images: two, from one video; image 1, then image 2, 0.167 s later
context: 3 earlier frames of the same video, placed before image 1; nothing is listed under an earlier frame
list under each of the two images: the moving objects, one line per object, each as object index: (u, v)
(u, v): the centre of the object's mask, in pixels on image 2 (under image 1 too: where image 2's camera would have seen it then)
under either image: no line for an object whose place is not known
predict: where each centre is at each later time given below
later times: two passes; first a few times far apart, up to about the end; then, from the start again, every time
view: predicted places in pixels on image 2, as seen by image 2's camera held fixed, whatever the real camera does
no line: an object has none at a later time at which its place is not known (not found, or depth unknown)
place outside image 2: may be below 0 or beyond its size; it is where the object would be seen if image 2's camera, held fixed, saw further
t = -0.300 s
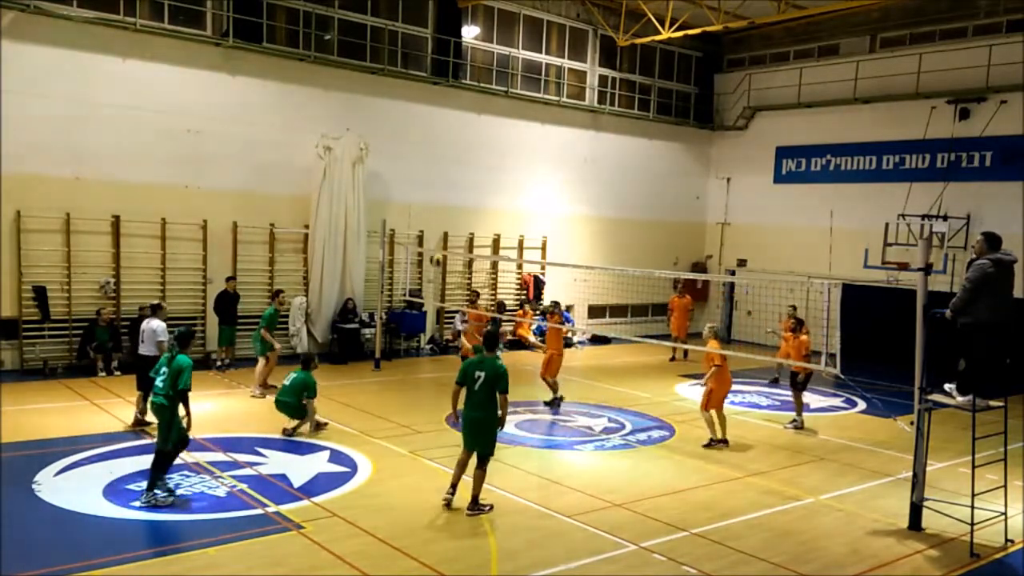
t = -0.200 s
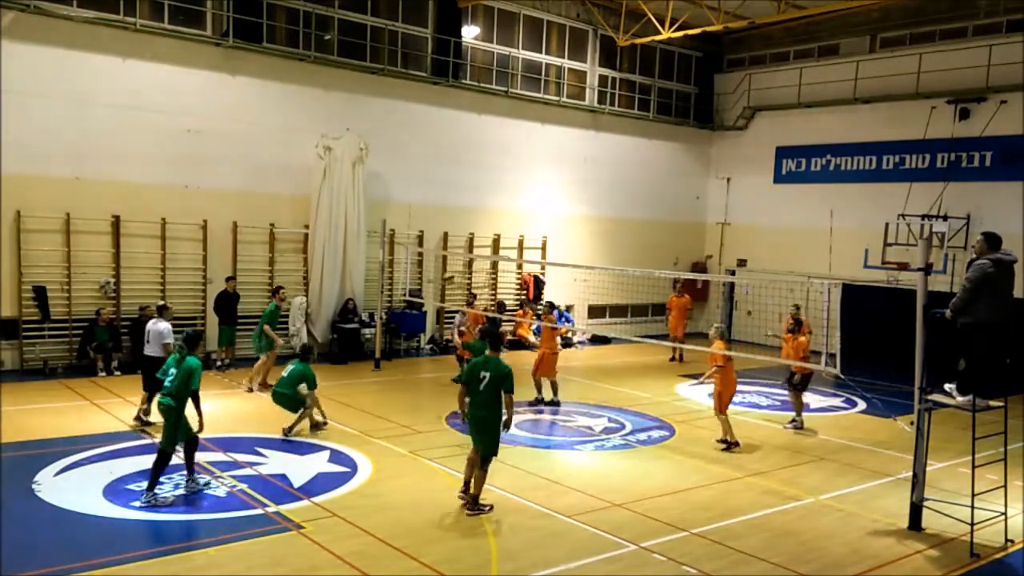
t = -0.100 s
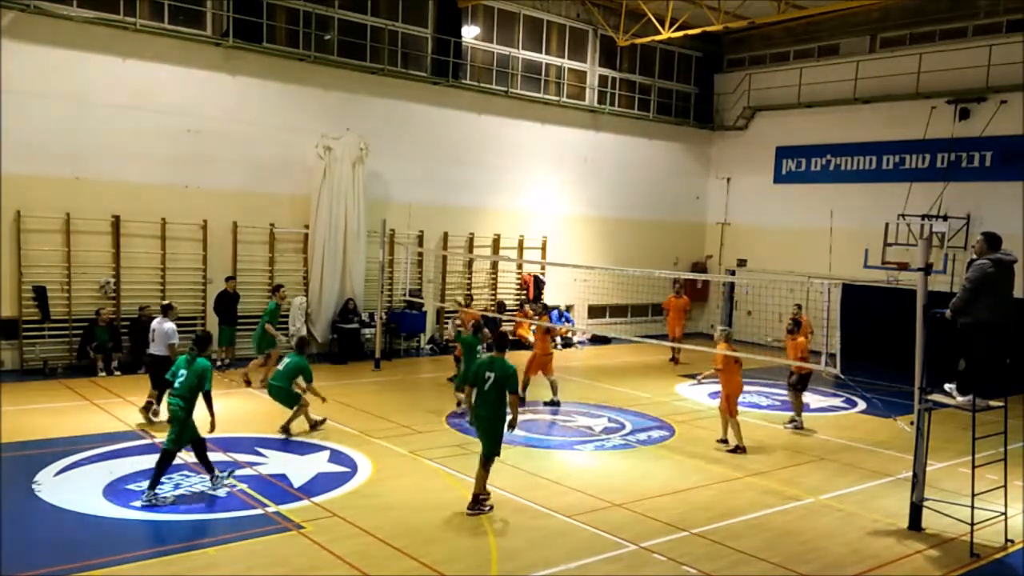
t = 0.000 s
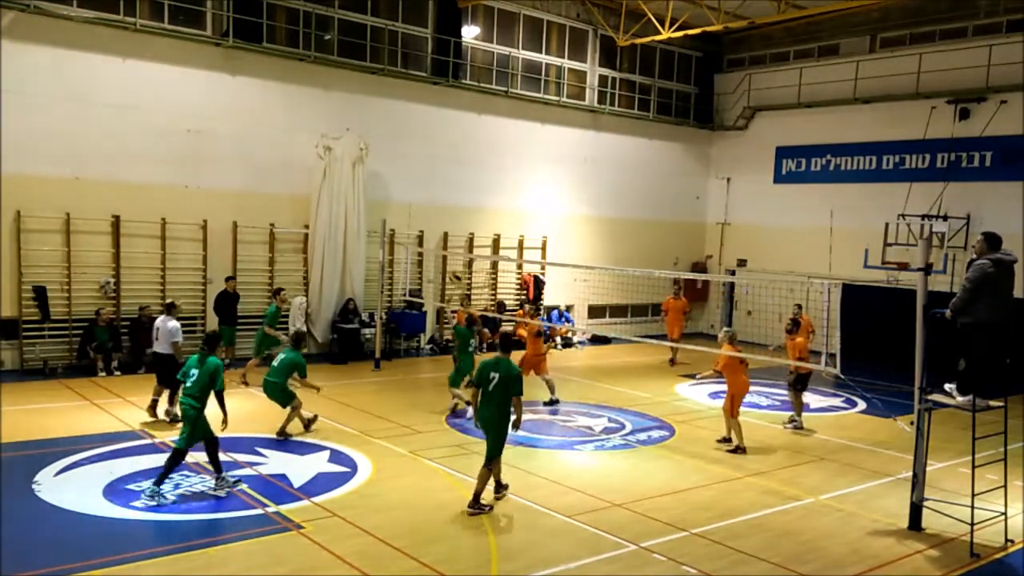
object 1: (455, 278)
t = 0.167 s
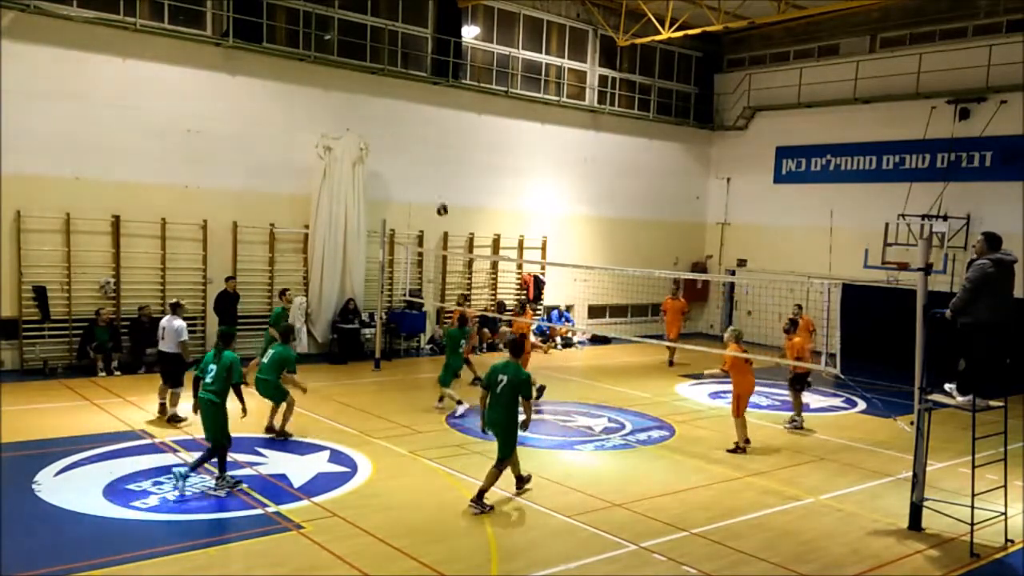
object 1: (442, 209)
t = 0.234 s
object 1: (436, 189)
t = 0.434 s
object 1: (421, 143)
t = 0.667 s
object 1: (403, 122)
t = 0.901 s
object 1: (387, 135)
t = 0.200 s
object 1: (439, 199)
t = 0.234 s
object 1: (436, 189)
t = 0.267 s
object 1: (434, 179)
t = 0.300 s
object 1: (431, 171)
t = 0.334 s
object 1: (429, 162)
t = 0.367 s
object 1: (426, 155)
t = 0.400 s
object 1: (424, 149)
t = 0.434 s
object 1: (421, 143)
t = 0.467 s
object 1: (419, 138)
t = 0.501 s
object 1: (416, 134)
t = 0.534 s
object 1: (414, 130)
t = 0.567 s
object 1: (411, 127)
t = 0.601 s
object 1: (409, 125)
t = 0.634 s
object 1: (406, 123)
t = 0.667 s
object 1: (403, 122)
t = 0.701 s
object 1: (401, 122)
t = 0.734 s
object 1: (399, 123)
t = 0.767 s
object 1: (396, 124)
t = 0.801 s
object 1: (393, 126)
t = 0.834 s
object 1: (391, 128)
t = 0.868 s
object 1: (389, 132)
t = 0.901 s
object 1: (387, 135)
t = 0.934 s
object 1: (384, 140)
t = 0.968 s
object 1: (382, 145)
